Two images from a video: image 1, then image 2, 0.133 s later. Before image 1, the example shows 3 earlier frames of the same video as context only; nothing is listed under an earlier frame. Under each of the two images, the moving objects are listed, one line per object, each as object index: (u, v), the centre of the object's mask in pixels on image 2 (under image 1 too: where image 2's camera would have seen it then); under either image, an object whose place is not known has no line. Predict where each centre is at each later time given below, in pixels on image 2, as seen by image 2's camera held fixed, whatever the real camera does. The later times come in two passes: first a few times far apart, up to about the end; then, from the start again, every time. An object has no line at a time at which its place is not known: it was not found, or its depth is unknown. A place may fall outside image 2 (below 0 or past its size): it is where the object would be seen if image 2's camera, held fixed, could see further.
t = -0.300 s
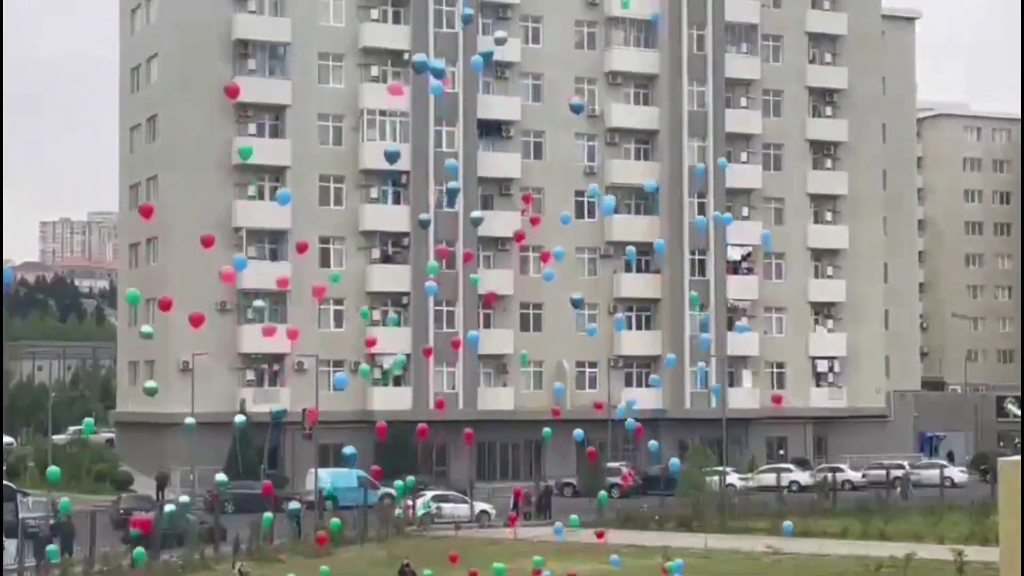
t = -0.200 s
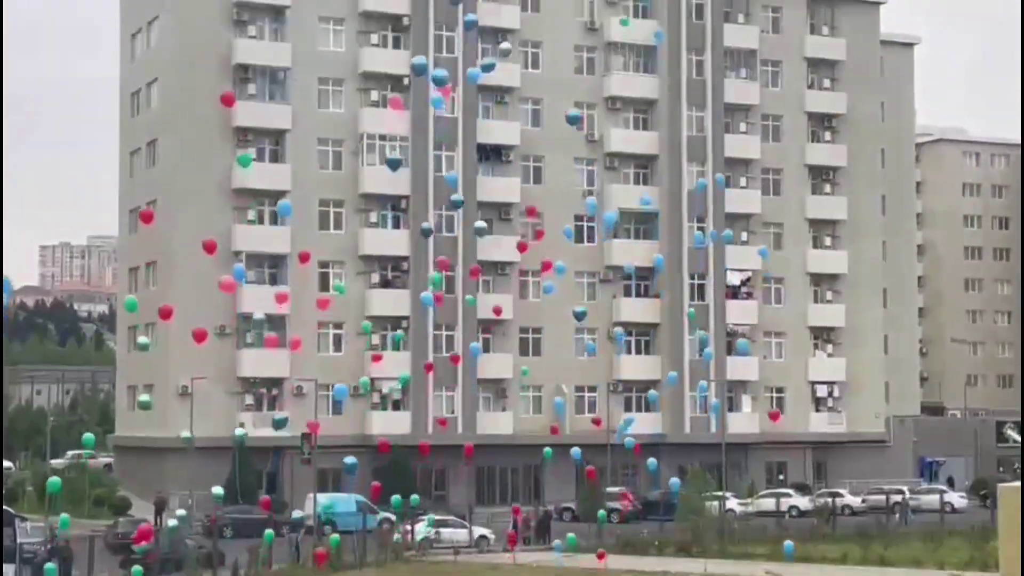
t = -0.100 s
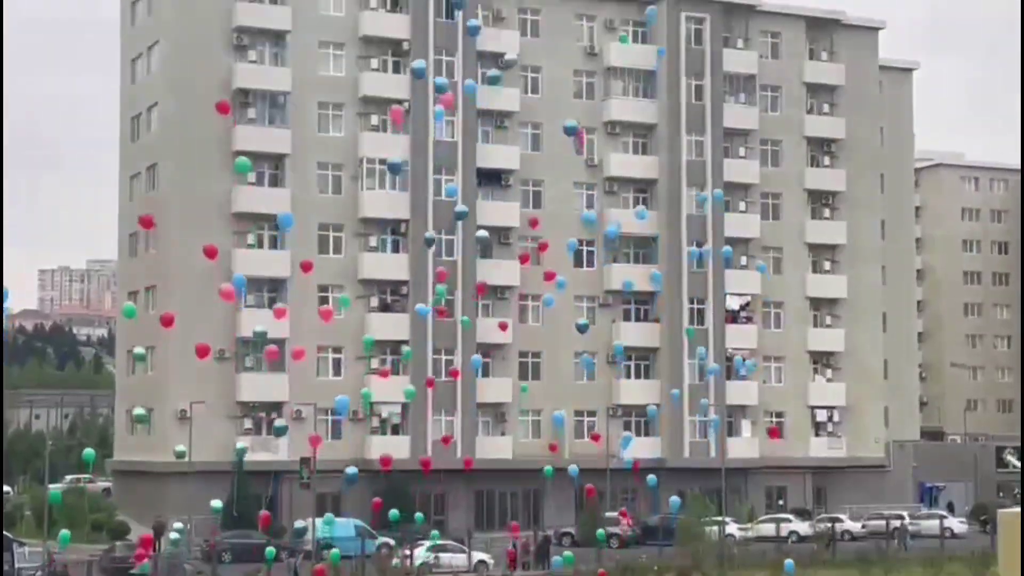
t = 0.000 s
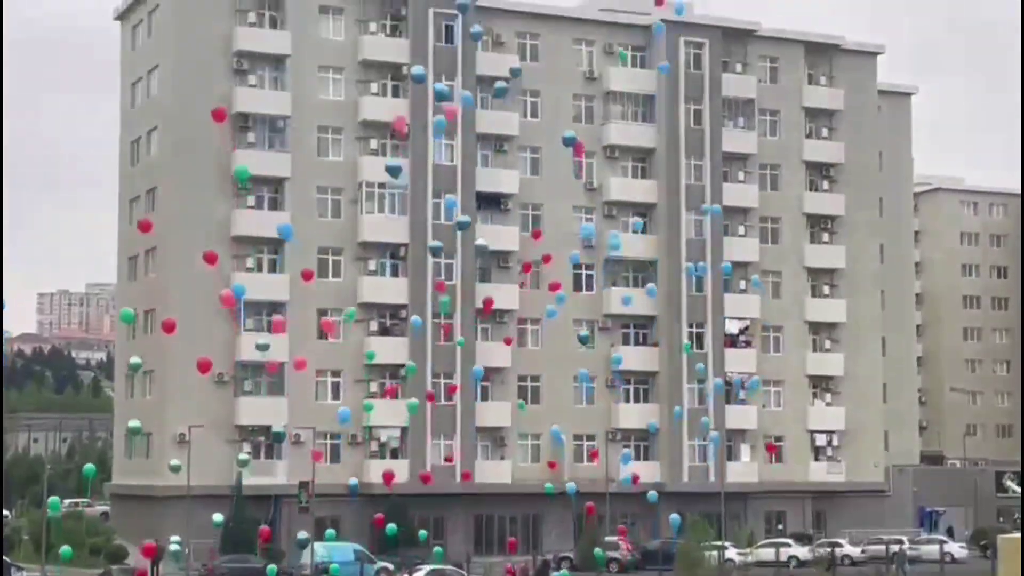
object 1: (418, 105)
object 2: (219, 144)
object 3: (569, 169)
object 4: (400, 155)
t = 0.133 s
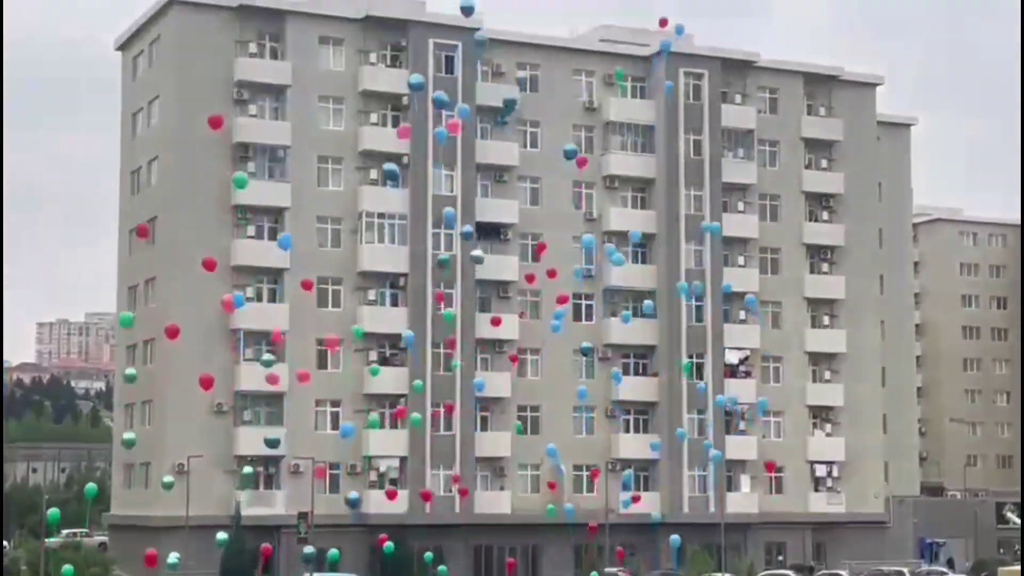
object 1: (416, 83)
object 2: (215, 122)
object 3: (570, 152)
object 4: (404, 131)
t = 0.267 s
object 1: (413, 62)
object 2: (213, 98)
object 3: (572, 135)
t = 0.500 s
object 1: (403, 22)
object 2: (212, 57)
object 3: (571, 106)
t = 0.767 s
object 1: (391, -24)
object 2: (215, 13)
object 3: (566, 70)
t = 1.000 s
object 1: (383, -67)
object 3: (558, 37)
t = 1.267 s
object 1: (381, -103)
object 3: (556, -3)
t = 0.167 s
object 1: (415, 78)
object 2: (215, 116)
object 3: (571, 148)
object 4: (406, 126)
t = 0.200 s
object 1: (414, 72)
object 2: (214, 110)
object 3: (571, 144)
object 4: (408, 120)
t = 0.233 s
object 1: (413, 67)
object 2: (214, 104)
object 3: (572, 140)
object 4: (410, 117)
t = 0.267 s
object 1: (413, 62)
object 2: (213, 98)
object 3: (572, 135)
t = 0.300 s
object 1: (412, 56)
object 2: (213, 92)
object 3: (572, 131)
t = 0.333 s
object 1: (409, 50)
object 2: (212, 86)
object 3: (572, 127)
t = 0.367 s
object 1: (409, 45)
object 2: (212, 80)
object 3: (572, 124)
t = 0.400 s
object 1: (407, 39)
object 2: (212, 75)
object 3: (572, 120)
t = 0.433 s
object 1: (406, 34)
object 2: (212, 69)
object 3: (571, 115)
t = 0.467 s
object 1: (404, 29)
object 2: (212, 63)
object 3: (571, 110)
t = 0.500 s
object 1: (403, 22)
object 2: (212, 57)
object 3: (571, 106)
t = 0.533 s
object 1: (403, 18)
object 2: (212, 52)
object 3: (571, 102)
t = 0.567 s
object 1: (400, 13)
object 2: (213, 46)
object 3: (570, 98)
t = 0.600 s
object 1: (398, 7)
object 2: (213, 41)
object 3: (570, 94)
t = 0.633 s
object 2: (213, 35)
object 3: (570, 89)
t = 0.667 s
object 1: (395, -6)
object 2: (214, 30)
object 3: (569, 85)
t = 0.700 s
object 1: (393, -11)
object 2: (214, 24)
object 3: (568, 79)
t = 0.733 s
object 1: (392, -17)
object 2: (215, 18)
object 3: (567, 75)
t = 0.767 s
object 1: (391, -24)
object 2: (215, 13)
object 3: (566, 70)
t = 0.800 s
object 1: (389, -30)
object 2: (215, 7)
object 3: (565, 65)
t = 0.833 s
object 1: (388, -37)
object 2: (216, 1)
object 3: (563, 61)
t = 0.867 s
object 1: (387, -42)
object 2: (216, -3)
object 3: (563, 56)
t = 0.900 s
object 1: (385, -48)
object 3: (561, 52)
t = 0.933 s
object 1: (384, -54)
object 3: (563, 49)
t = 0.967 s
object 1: (384, -61)
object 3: (558, 40)
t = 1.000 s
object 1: (383, -67)
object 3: (558, 37)
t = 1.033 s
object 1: (382, -72)
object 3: (557, 32)
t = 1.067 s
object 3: (556, 27)
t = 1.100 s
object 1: (381, -82)
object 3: (555, 23)
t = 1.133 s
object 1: (381, -88)
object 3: (555, 18)
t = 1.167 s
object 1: (381, -93)
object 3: (555, 13)
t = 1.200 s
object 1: (381, -98)
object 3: (555, 7)
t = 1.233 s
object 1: (381, -102)
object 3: (555, 2)
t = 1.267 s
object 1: (381, -103)
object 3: (556, -3)
